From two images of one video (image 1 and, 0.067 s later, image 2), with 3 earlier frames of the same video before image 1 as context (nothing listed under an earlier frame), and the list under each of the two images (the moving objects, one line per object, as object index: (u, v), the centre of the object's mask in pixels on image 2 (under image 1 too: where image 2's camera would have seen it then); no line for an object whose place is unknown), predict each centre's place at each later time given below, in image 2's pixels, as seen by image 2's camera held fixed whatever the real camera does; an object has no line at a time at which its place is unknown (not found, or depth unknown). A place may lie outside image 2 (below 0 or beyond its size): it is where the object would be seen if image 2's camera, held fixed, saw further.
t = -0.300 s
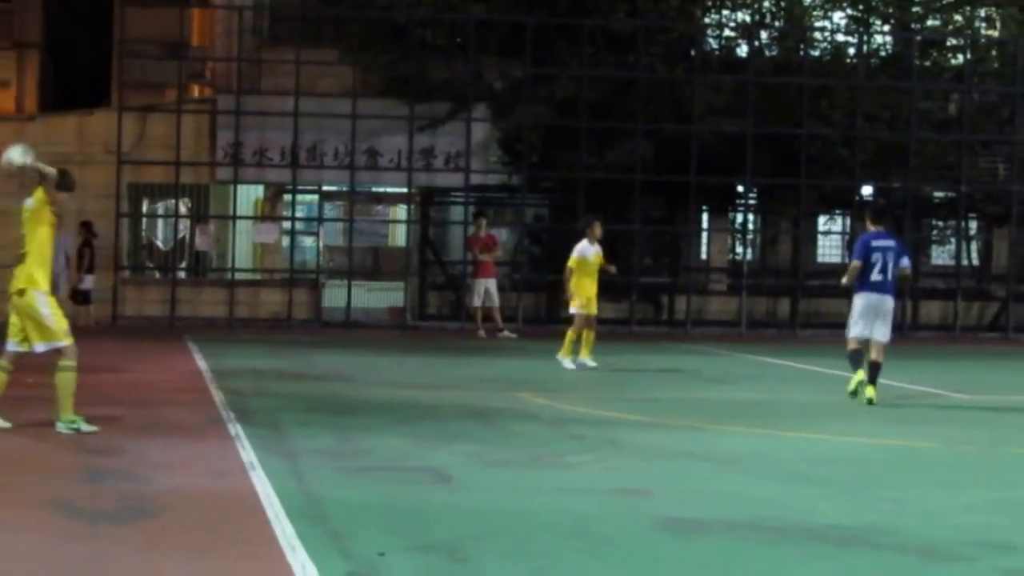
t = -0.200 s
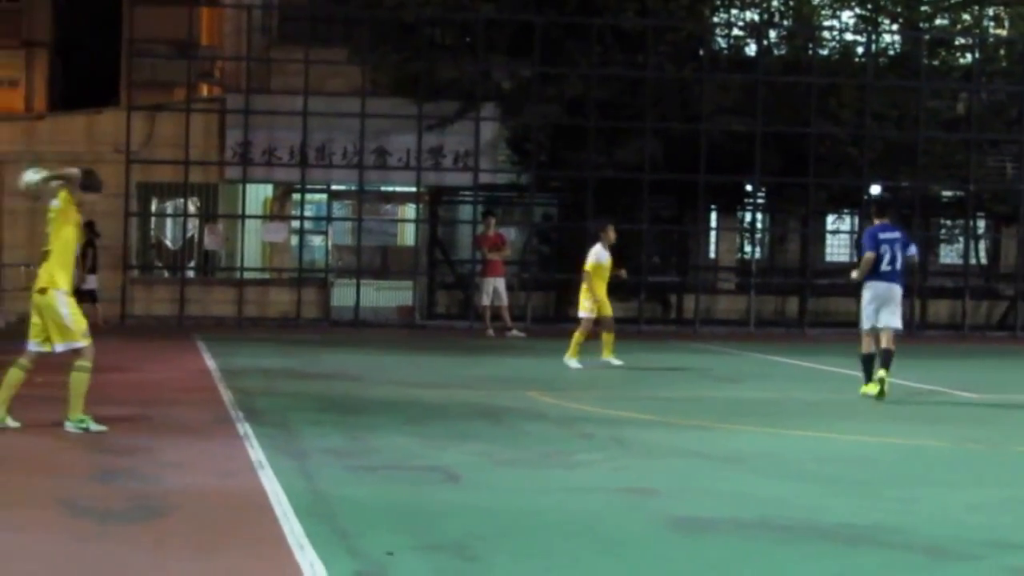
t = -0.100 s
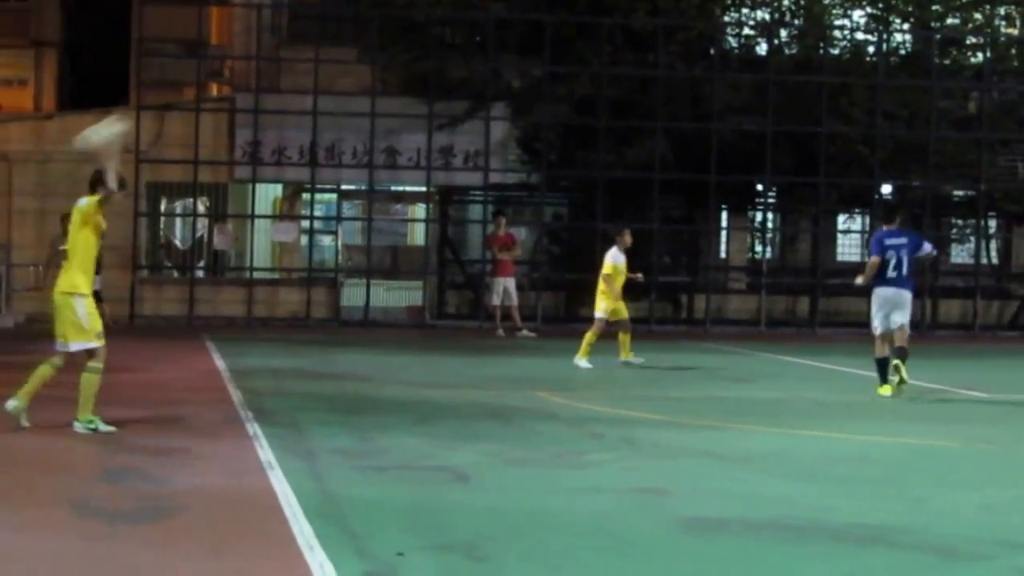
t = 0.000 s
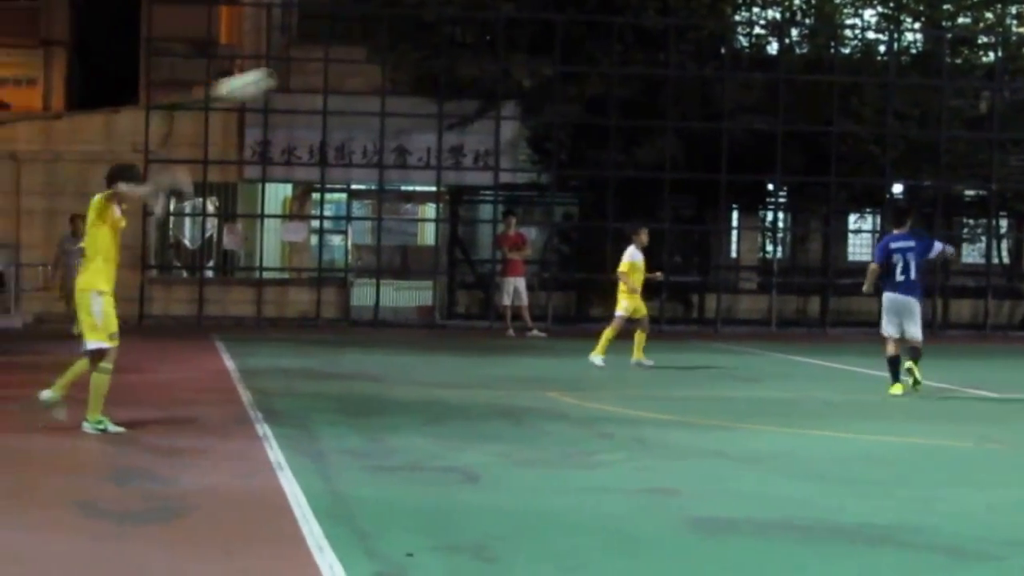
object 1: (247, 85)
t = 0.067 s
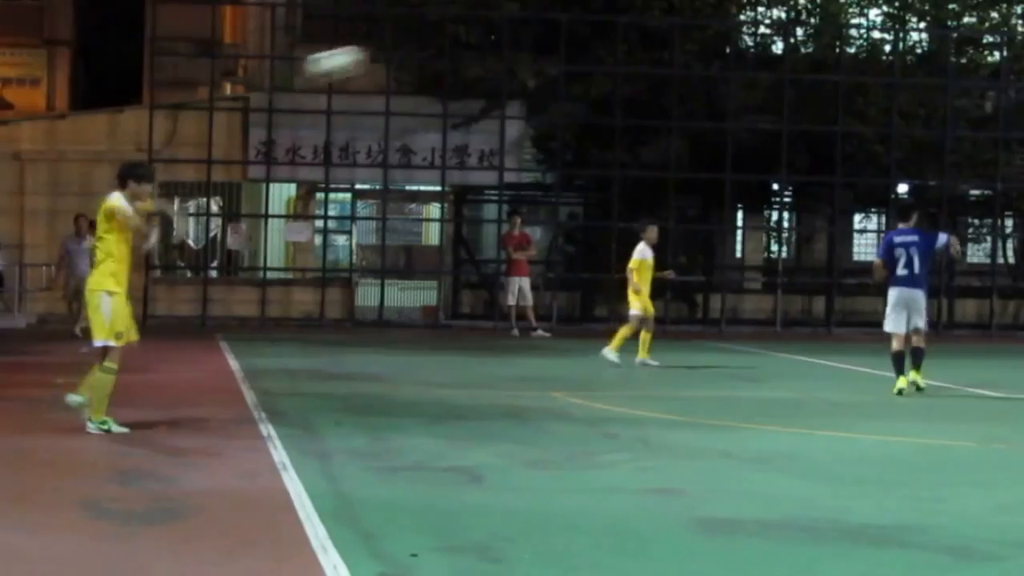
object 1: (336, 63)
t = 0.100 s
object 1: (380, 55)
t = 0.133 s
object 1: (422, 48)
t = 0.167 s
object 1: (462, 42)
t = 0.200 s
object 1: (504, 38)
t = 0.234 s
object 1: (542, 35)
